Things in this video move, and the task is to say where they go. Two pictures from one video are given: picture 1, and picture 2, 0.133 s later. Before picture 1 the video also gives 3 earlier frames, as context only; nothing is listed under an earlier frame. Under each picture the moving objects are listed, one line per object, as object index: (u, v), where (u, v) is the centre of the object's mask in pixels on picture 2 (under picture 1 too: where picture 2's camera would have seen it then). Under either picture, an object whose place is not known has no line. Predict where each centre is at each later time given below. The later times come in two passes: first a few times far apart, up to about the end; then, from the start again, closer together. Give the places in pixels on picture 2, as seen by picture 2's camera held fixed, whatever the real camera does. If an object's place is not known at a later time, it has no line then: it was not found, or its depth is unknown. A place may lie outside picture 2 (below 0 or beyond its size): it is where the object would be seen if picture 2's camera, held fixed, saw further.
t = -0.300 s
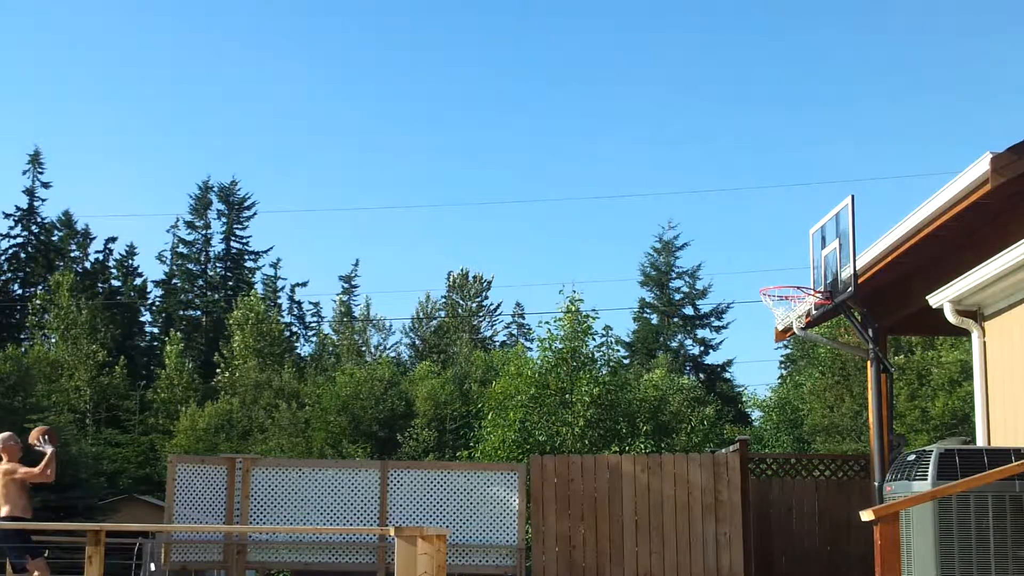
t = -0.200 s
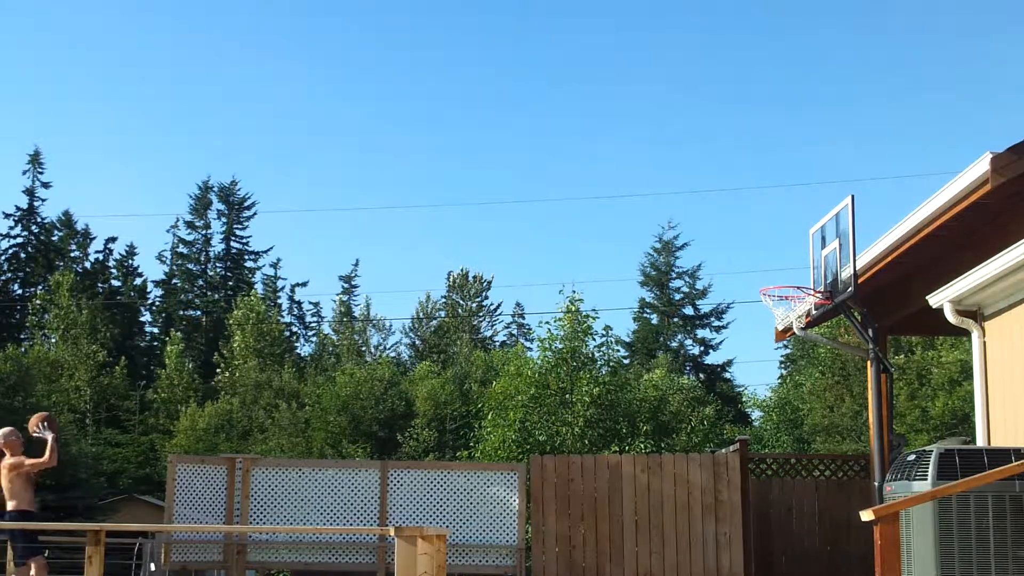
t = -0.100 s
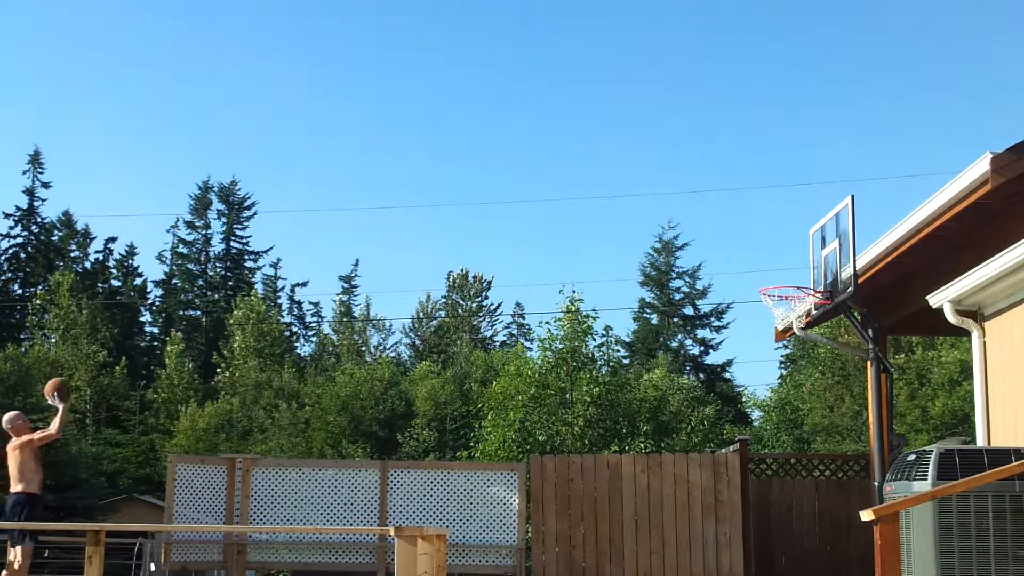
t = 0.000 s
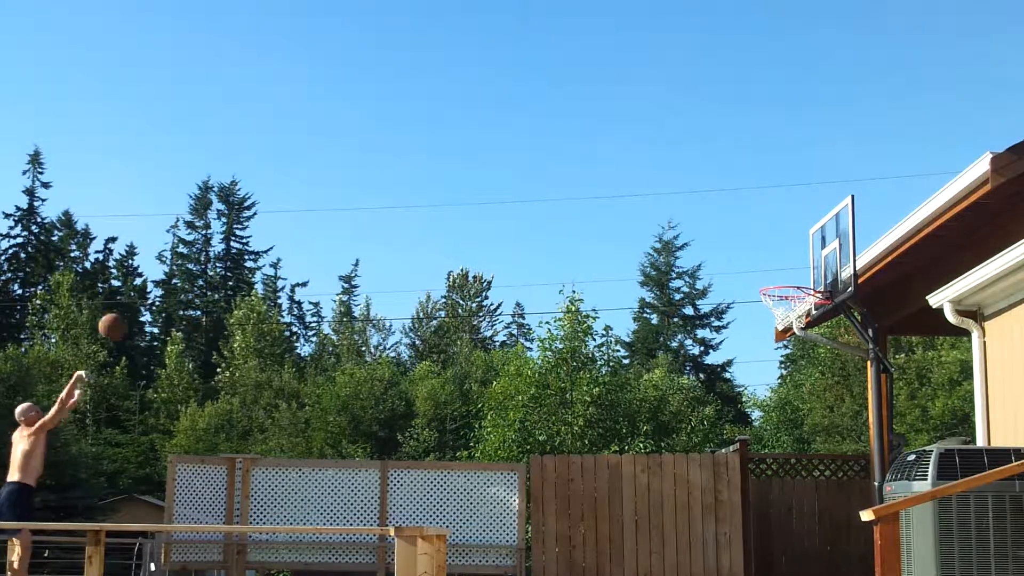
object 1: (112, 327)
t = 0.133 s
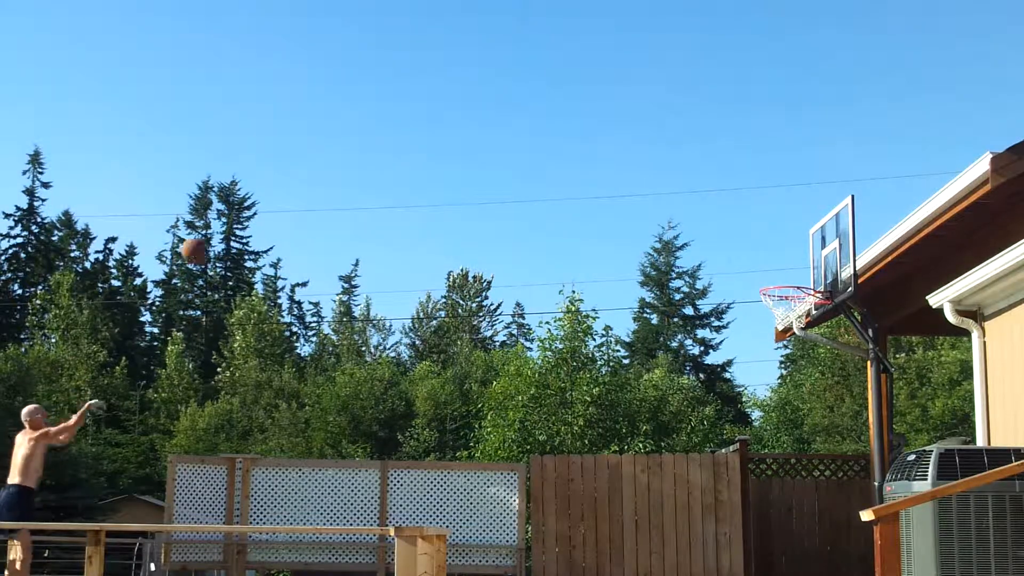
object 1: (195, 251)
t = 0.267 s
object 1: (276, 193)
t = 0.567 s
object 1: (452, 133)
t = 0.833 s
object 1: (608, 158)
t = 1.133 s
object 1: (789, 280)
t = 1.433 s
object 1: (755, 454)
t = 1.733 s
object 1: (704, 571)
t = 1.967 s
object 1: (648, 467)
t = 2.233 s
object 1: (590, 416)
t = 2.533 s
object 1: (526, 443)
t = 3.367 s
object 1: (386, 499)
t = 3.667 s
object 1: (346, 509)
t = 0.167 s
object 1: (215, 234)
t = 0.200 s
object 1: (235, 219)
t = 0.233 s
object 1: (255, 206)
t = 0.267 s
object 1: (276, 193)
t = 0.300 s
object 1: (296, 182)
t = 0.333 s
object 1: (315, 172)
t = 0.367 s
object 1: (335, 163)
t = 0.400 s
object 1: (355, 155)
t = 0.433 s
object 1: (374, 149)
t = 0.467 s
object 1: (394, 143)
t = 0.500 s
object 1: (413, 139)
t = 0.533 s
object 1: (433, 135)
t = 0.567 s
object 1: (452, 133)
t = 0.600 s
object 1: (472, 132)
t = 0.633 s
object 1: (491, 132)
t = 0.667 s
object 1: (511, 134)
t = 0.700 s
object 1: (530, 136)
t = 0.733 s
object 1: (550, 140)
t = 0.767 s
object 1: (570, 145)
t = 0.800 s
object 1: (589, 151)
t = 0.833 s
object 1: (608, 158)
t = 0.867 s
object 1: (629, 167)
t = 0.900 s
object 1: (648, 176)
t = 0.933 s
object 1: (668, 188)
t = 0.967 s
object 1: (688, 200)
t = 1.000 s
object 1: (708, 213)
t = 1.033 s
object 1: (728, 228)
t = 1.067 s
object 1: (748, 244)
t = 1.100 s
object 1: (768, 261)
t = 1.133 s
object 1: (789, 280)
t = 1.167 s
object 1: (802, 299)
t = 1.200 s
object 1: (797, 315)
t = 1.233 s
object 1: (789, 332)
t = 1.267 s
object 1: (784, 349)
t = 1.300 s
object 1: (779, 368)
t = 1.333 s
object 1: (773, 387)
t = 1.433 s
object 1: (755, 454)
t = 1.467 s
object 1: (750, 478)
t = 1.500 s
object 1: (745, 504)
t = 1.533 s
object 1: (740, 531)
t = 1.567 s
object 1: (735, 558)
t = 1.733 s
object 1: (704, 571)
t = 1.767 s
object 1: (695, 559)
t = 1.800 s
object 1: (688, 541)
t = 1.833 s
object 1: (680, 524)
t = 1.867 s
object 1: (671, 508)
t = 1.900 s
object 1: (664, 493)
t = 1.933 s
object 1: (656, 480)
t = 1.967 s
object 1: (648, 467)
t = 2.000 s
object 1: (641, 457)
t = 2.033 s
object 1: (634, 448)
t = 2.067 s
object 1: (626, 440)
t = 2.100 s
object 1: (619, 433)
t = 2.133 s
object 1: (612, 428)
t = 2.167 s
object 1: (606, 423)
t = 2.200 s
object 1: (597, 419)
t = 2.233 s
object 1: (590, 416)
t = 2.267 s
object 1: (582, 415)
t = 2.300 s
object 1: (576, 415)
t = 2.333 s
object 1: (568, 416)
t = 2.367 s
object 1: (562, 418)
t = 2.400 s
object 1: (555, 420)
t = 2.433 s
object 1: (548, 425)
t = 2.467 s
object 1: (541, 430)
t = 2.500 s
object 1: (534, 435)
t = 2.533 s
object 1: (526, 443)
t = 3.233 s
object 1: (405, 517)
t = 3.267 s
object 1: (400, 512)
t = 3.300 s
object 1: (395, 506)
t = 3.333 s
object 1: (393, 503)
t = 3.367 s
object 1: (386, 499)
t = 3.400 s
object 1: (381, 496)
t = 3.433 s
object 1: (376, 495)
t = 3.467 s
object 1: (371, 495)
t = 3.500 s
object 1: (367, 496)
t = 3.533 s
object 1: (362, 497)
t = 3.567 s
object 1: (357, 500)
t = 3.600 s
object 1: (353, 503)
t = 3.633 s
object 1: (349, 506)
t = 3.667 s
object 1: (346, 509)
